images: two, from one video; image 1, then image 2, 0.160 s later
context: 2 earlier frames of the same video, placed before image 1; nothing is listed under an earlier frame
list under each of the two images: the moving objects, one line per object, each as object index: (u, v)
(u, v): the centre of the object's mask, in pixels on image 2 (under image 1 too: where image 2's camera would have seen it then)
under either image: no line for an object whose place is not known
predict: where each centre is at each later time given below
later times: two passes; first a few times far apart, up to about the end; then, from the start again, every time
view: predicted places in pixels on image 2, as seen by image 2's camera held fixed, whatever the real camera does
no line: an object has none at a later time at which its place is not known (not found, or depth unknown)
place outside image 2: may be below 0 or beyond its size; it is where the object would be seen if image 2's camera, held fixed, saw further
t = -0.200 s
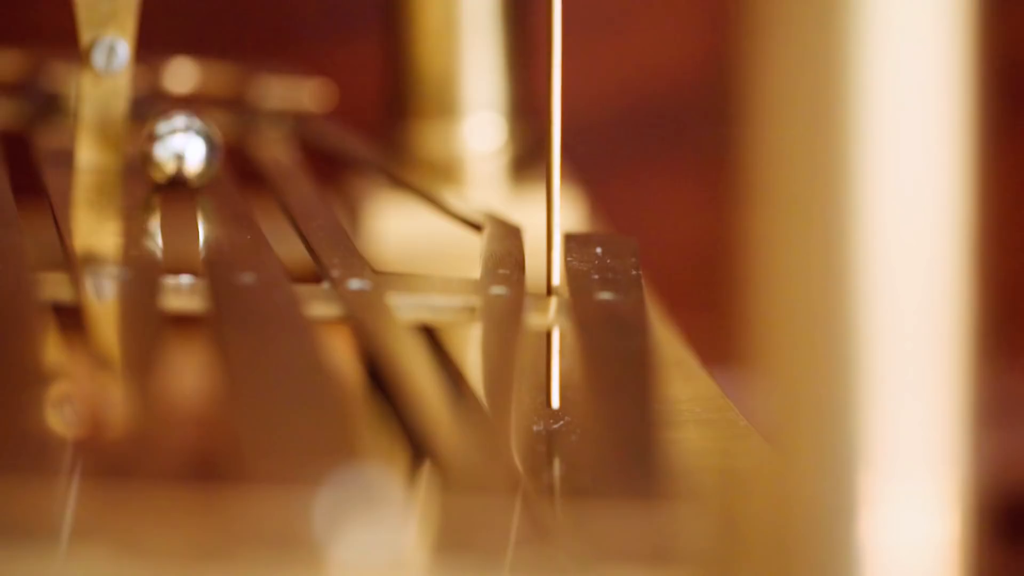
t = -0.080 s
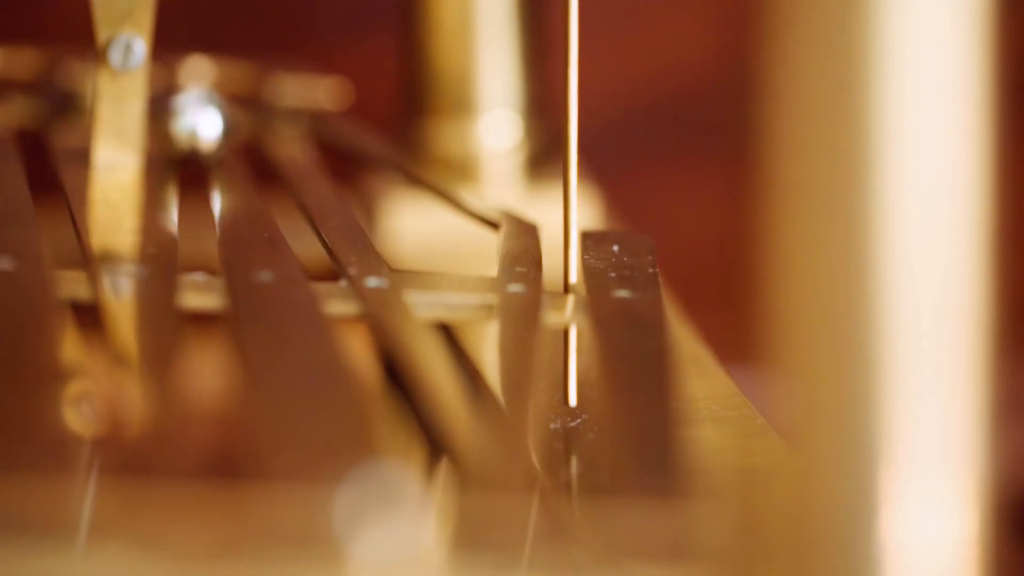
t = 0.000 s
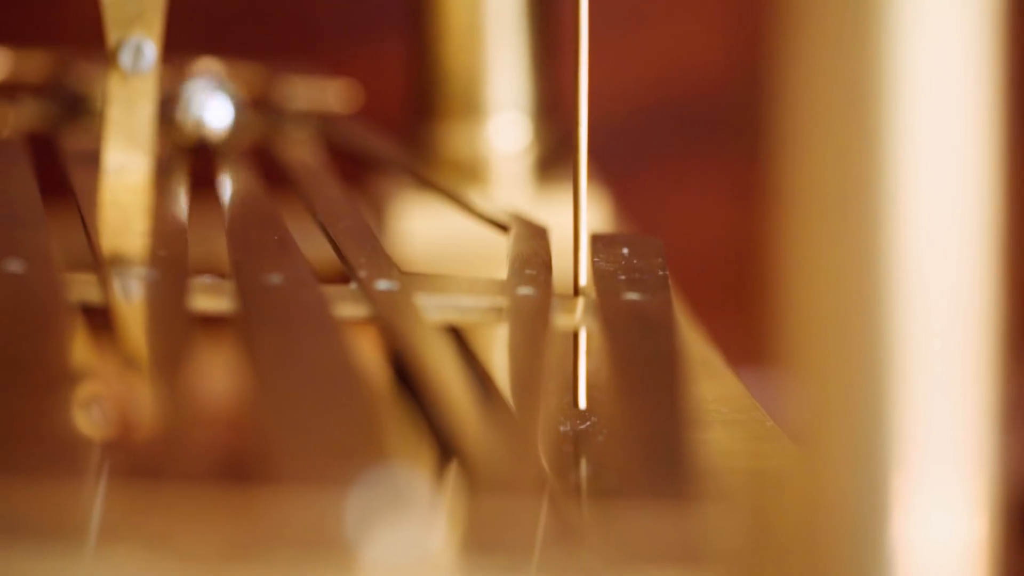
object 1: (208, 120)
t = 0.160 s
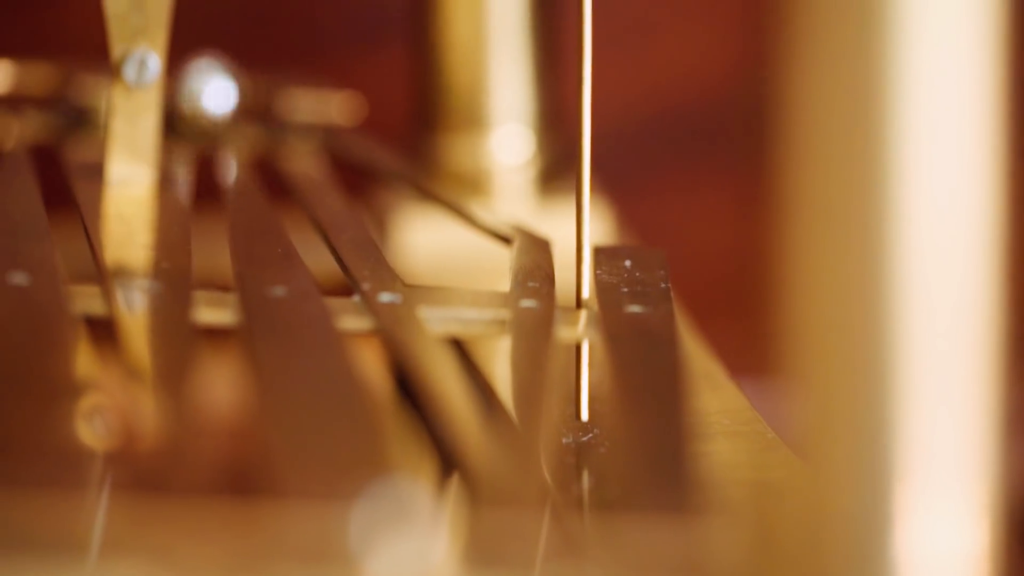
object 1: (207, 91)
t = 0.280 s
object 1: (250, 95)
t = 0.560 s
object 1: (281, 144)
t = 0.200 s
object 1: (222, 82)
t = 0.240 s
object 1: (249, 87)
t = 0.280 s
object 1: (250, 95)
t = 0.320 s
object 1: (254, 104)
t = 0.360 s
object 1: (258, 110)
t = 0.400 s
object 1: (262, 118)
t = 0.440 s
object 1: (265, 125)
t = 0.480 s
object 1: (269, 131)
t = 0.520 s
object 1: (274, 137)
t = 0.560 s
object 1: (281, 144)
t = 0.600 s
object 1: (287, 154)
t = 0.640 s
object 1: (292, 160)
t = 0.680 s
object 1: (296, 168)
